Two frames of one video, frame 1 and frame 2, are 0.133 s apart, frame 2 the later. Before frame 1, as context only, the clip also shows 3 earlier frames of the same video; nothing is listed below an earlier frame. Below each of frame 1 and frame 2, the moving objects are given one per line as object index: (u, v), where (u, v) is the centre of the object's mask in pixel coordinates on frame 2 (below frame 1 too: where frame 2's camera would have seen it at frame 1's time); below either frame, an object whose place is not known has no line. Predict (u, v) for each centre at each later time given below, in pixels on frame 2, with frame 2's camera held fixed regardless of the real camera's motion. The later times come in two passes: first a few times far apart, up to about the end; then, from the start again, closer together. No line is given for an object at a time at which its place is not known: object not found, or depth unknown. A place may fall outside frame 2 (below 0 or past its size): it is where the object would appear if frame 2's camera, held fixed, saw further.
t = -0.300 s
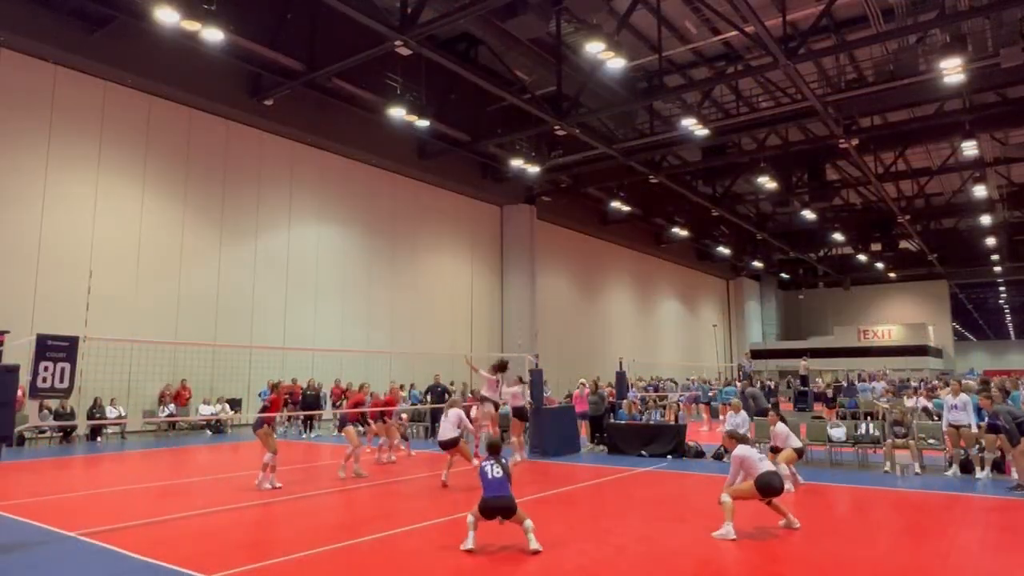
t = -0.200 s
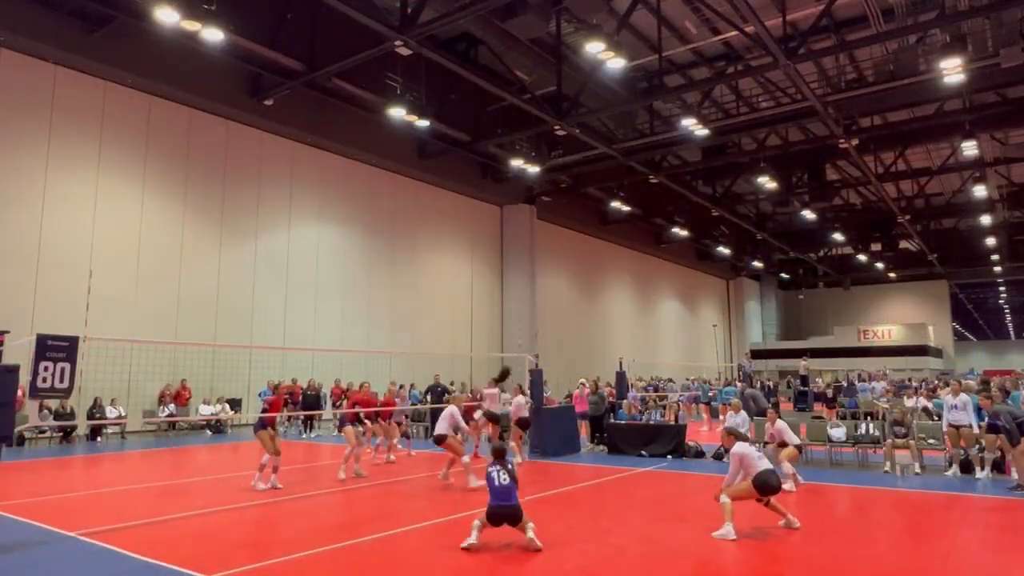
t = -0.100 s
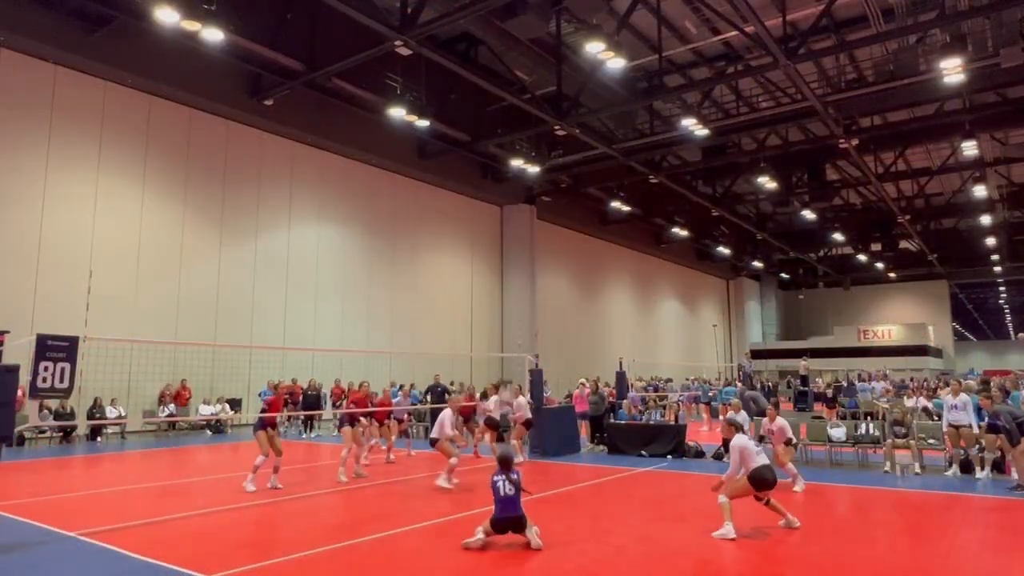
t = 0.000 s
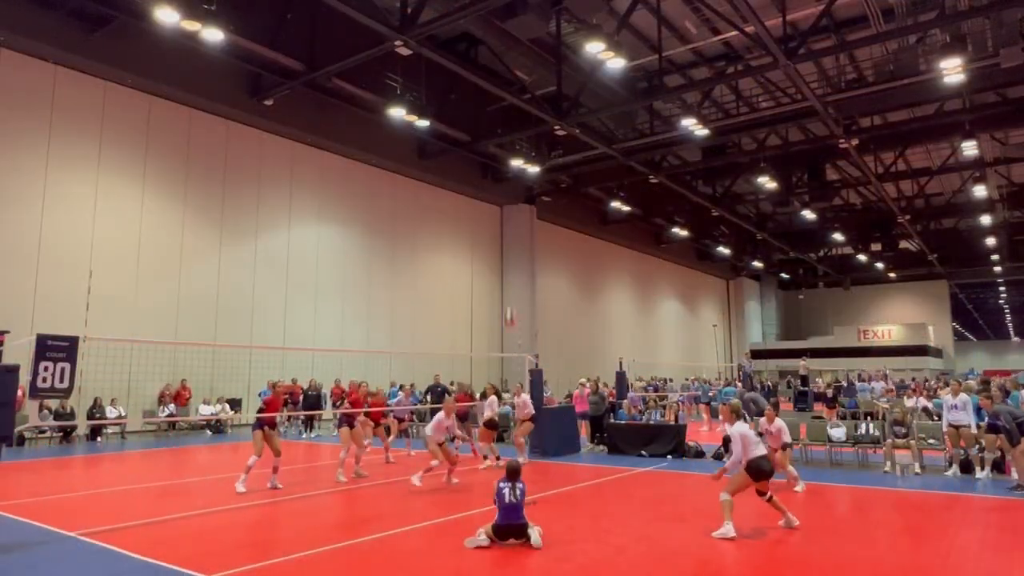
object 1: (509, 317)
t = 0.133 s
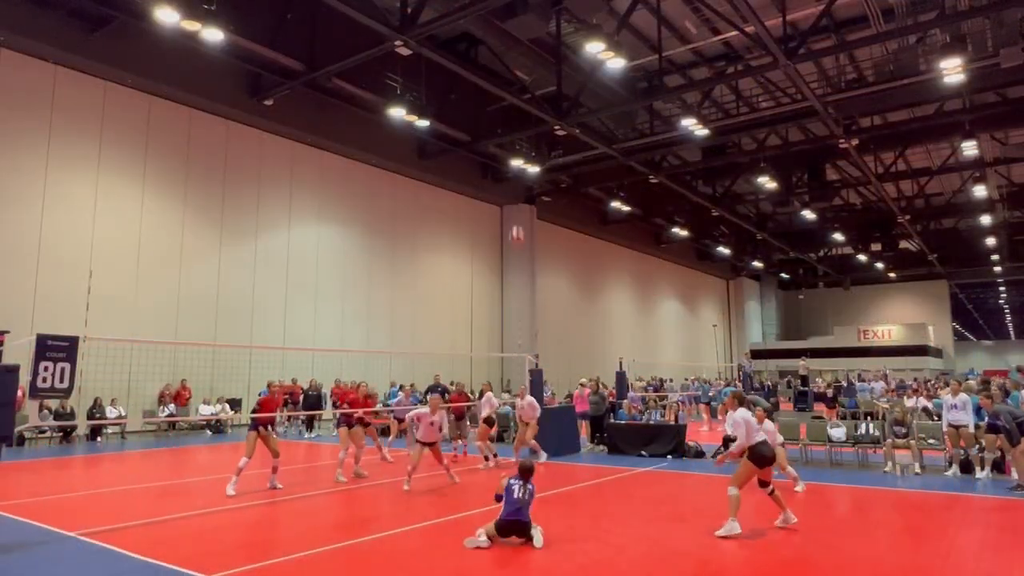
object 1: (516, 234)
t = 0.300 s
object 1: (523, 160)
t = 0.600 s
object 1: (535, 88)
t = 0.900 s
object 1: (545, 75)
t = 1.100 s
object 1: (552, 94)
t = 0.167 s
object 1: (517, 218)
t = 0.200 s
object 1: (519, 202)
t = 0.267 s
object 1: (520, 175)
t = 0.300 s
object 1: (523, 160)
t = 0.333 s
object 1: (524, 149)
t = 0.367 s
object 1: (526, 140)
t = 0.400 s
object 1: (527, 130)
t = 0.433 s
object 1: (528, 121)
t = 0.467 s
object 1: (530, 112)
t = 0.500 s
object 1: (531, 105)
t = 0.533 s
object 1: (532, 99)
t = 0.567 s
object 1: (533, 93)
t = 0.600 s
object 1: (535, 88)
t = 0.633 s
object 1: (536, 84)
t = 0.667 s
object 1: (537, 81)
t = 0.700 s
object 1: (538, 78)
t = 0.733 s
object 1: (540, 76)
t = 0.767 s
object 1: (541, 74)
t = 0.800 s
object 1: (542, 74)
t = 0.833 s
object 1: (543, 73)
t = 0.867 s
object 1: (544, 74)
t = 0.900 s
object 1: (545, 75)
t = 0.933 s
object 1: (546, 77)
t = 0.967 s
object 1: (548, 79)
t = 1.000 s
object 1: (549, 82)
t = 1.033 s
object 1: (550, 85)
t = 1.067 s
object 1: (551, 89)
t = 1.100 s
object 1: (552, 94)
